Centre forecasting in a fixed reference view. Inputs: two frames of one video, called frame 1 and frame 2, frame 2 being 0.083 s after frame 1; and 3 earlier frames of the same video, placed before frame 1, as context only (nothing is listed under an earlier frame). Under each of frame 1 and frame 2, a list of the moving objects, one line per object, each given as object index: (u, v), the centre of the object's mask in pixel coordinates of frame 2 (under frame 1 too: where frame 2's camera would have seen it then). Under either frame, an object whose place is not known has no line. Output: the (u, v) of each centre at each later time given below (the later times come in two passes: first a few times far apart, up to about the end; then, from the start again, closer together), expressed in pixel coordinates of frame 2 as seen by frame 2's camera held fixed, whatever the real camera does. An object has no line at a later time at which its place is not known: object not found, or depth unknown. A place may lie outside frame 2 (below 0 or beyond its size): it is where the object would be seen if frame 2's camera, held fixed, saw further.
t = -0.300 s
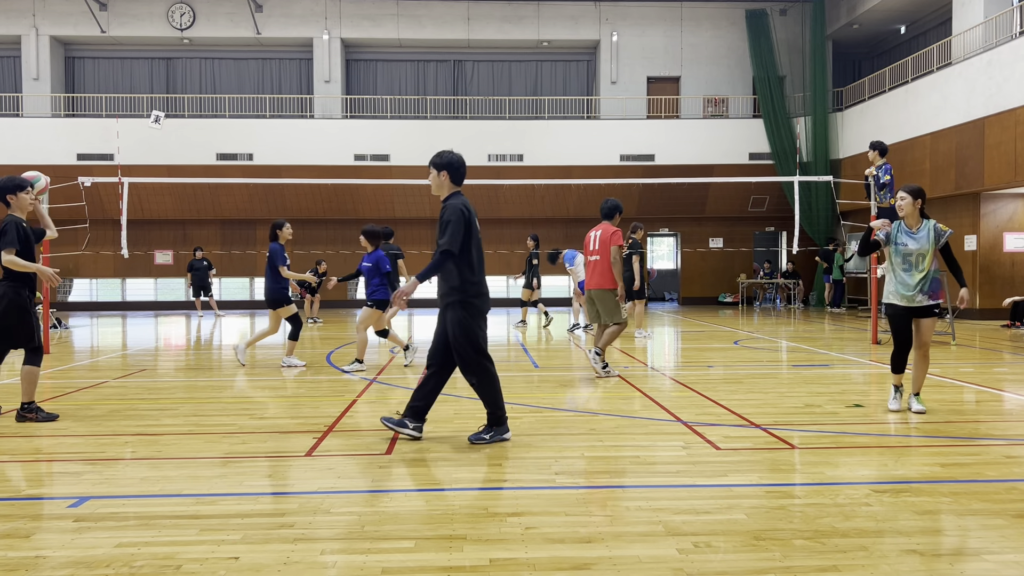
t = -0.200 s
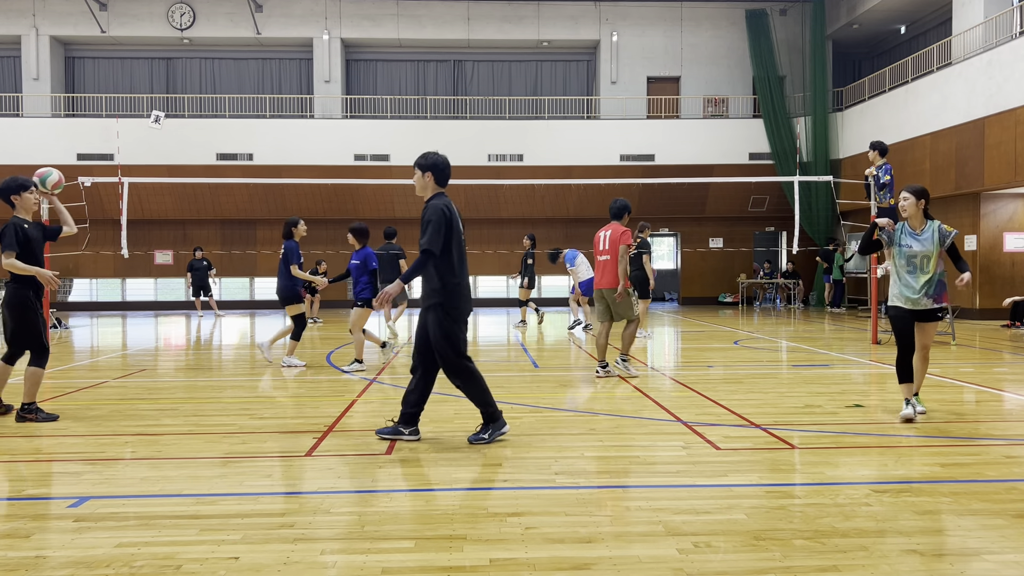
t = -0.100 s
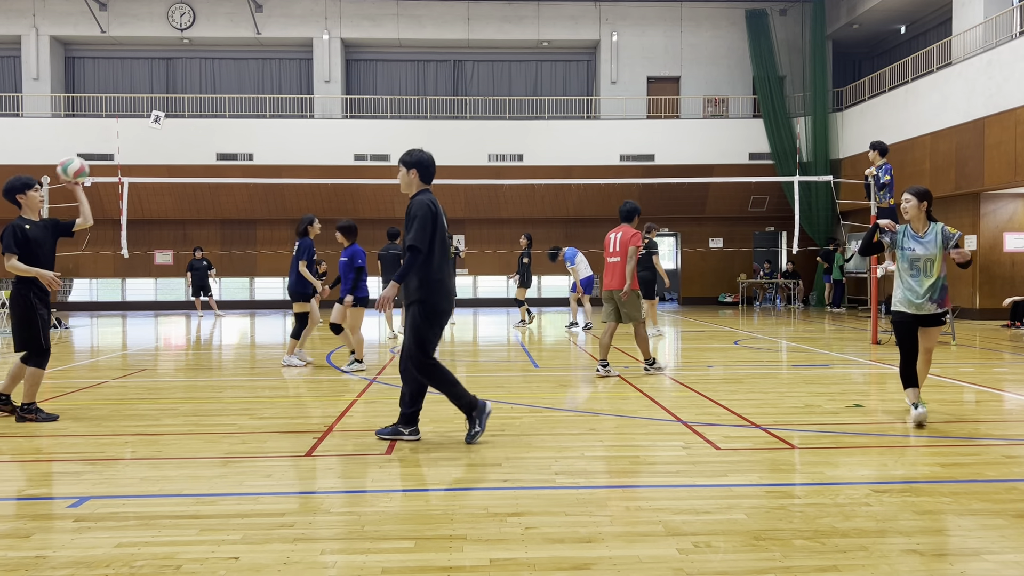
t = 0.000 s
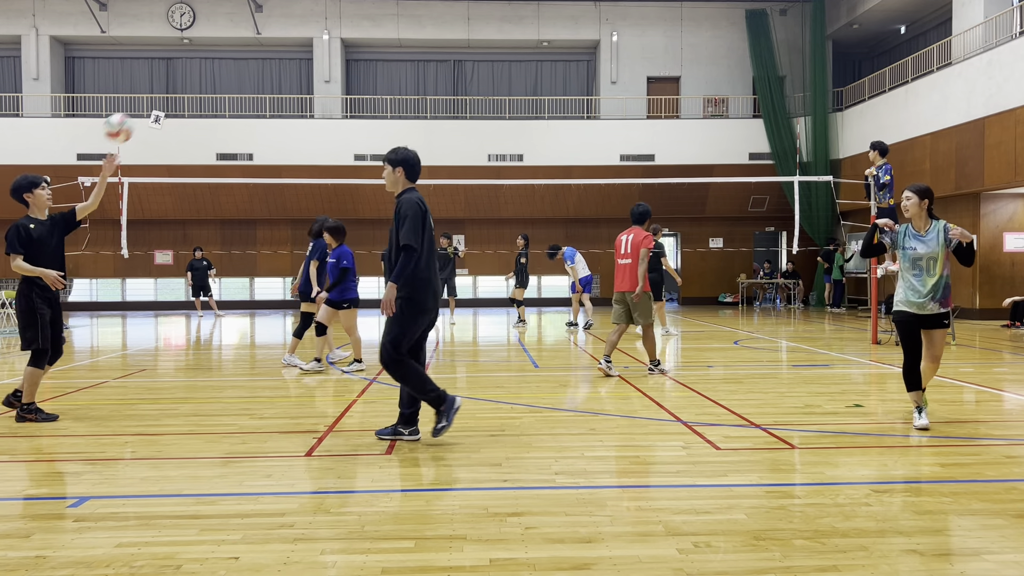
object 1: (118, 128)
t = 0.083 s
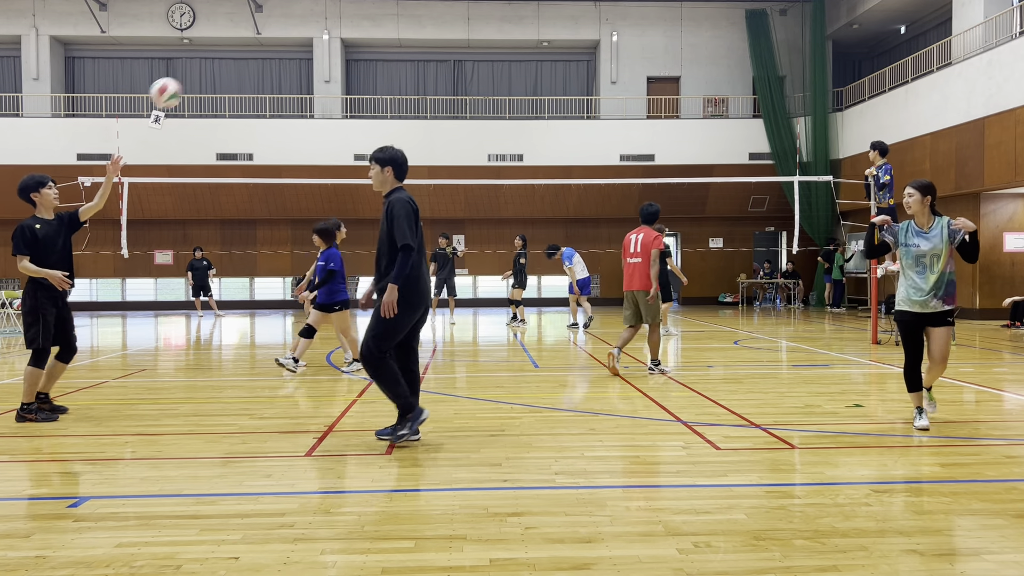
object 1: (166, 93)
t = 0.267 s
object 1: (276, 44)
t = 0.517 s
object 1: (438, 52)
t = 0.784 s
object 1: (627, 169)
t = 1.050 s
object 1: (833, 405)
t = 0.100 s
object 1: (175, 86)
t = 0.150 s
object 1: (205, 71)
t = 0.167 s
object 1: (215, 66)
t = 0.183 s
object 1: (225, 61)
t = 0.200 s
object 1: (235, 57)
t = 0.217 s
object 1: (245, 53)
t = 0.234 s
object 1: (255, 50)
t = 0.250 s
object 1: (265, 47)
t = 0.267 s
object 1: (276, 44)
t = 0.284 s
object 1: (286, 42)
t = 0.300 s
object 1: (296, 40)
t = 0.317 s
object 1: (306, 39)
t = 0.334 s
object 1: (317, 37)
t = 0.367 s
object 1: (339, 36)
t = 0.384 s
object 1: (349, 37)
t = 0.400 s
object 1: (360, 37)
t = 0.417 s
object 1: (371, 38)
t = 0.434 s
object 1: (382, 39)
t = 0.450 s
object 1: (393, 41)
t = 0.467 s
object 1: (404, 43)
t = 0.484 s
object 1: (415, 45)
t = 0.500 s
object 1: (427, 49)
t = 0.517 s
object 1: (438, 52)
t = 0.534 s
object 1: (449, 56)
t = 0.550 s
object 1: (461, 60)
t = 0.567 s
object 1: (473, 65)
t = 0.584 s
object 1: (484, 70)
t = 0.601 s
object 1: (496, 76)
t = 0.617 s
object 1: (506, 81)
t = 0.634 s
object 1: (519, 88)
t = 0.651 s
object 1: (530, 95)
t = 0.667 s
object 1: (542, 102)
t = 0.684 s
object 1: (553, 109)
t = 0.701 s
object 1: (566, 117)
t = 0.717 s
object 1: (578, 127)
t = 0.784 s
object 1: (627, 169)
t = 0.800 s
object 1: (640, 180)
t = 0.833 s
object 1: (664, 202)
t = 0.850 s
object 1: (677, 214)
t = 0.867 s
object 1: (689, 226)
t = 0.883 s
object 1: (703, 242)
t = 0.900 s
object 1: (716, 256)
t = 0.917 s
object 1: (729, 271)
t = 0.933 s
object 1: (741, 285)
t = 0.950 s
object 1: (754, 300)
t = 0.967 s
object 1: (767, 315)
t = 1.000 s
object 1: (794, 349)
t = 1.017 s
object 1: (807, 368)
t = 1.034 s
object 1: (820, 386)
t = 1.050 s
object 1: (833, 405)
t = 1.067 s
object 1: (846, 426)
